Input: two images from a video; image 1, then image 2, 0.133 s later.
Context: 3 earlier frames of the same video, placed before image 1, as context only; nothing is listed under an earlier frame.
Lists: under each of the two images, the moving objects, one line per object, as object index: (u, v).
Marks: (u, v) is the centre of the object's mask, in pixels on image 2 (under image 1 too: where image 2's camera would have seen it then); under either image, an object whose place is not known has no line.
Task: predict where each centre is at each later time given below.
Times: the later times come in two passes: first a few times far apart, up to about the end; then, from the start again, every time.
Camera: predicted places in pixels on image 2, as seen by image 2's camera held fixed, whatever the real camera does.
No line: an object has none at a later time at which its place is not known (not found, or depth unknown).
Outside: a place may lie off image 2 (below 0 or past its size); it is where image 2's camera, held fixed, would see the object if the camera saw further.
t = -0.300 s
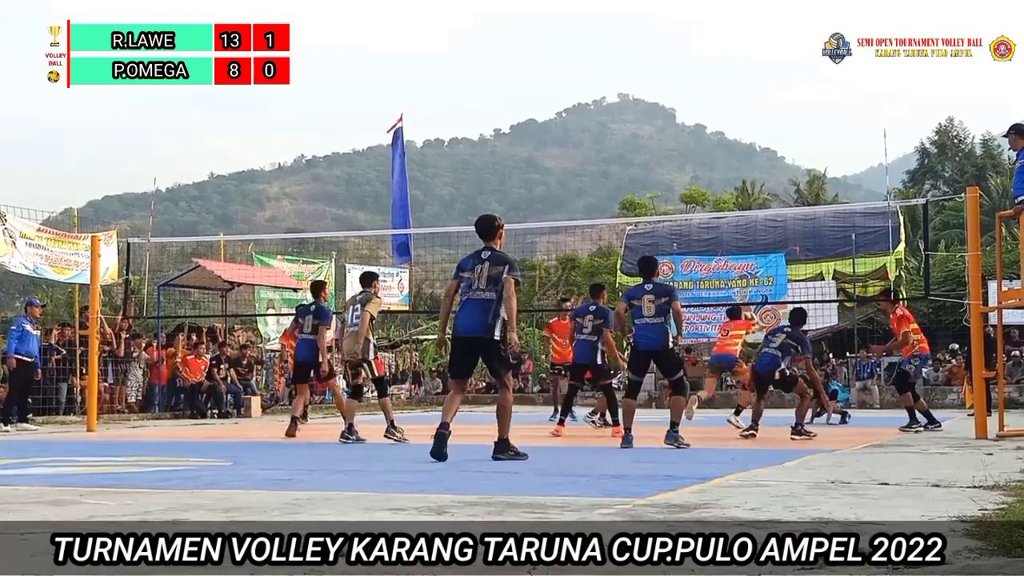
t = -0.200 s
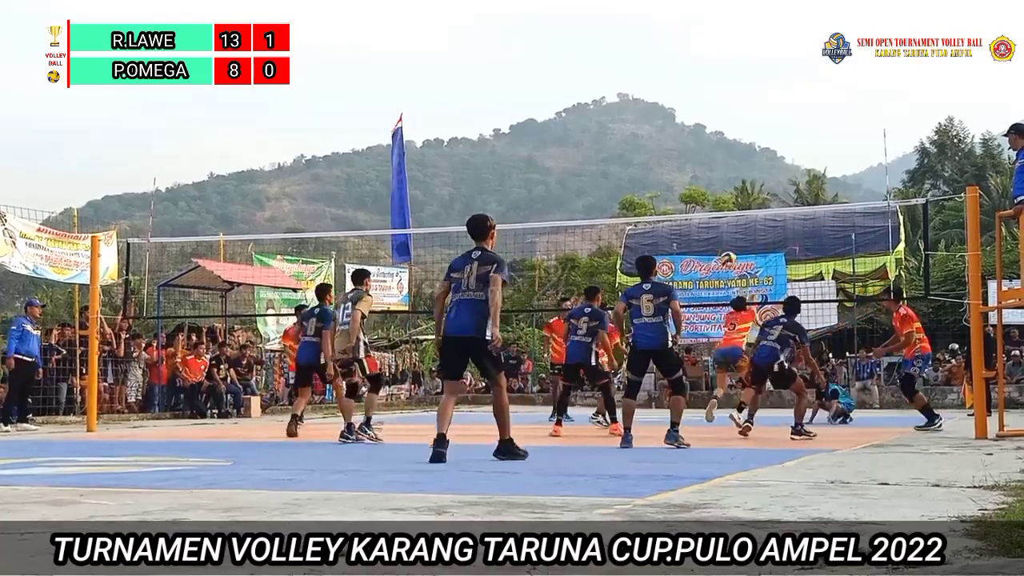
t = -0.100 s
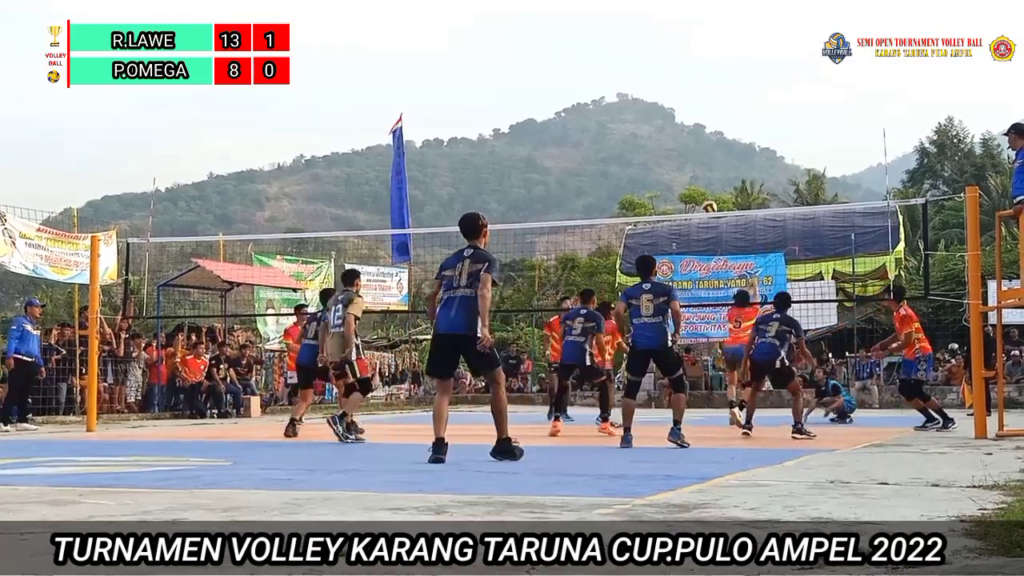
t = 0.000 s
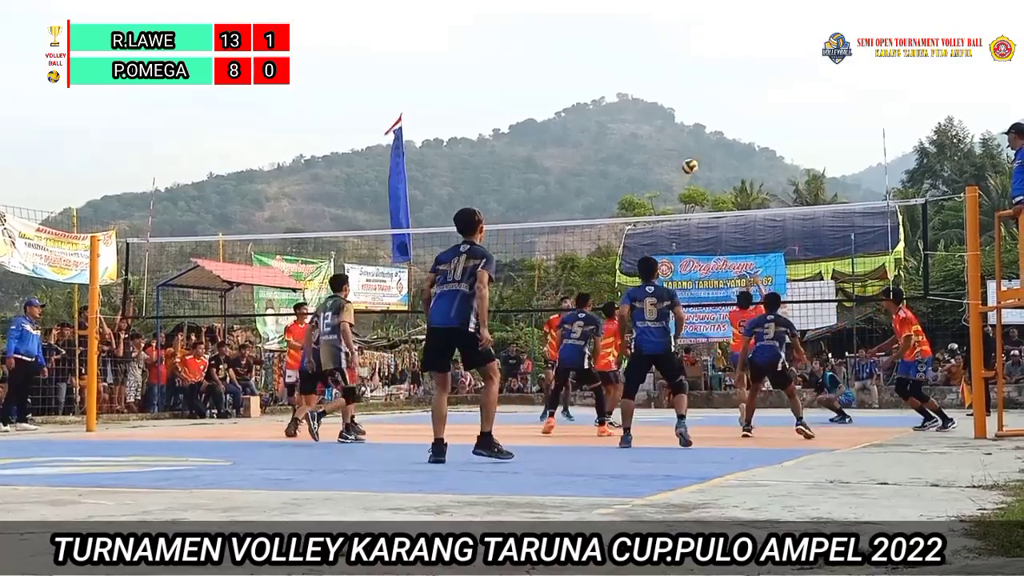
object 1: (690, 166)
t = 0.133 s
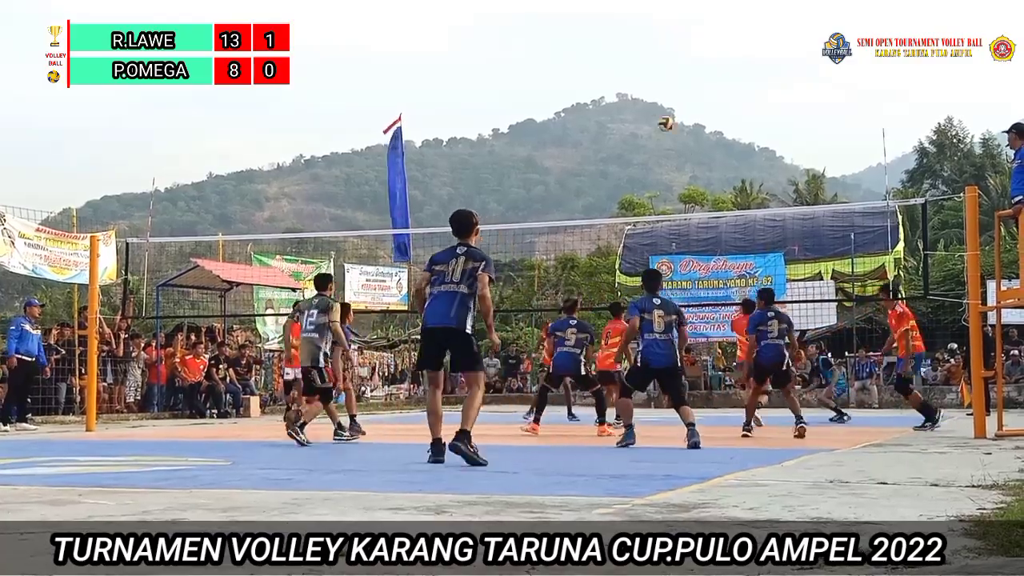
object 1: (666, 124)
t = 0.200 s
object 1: (654, 108)
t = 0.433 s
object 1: (613, 79)
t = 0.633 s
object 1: (581, 85)
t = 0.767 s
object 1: (559, 105)
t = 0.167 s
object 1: (660, 115)
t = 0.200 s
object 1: (654, 108)
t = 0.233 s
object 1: (647, 101)
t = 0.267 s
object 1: (642, 96)
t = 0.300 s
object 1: (636, 91)
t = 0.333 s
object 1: (631, 87)
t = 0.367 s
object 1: (625, 83)
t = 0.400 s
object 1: (620, 81)
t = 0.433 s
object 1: (613, 79)
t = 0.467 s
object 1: (608, 78)
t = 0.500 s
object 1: (603, 78)
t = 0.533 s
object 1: (597, 78)
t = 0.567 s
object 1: (592, 80)
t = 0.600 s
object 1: (586, 82)
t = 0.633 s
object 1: (581, 85)
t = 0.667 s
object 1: (575, 89)
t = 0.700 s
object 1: (570, 94)
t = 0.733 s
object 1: (565, 99)
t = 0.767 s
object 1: (559, 105)
